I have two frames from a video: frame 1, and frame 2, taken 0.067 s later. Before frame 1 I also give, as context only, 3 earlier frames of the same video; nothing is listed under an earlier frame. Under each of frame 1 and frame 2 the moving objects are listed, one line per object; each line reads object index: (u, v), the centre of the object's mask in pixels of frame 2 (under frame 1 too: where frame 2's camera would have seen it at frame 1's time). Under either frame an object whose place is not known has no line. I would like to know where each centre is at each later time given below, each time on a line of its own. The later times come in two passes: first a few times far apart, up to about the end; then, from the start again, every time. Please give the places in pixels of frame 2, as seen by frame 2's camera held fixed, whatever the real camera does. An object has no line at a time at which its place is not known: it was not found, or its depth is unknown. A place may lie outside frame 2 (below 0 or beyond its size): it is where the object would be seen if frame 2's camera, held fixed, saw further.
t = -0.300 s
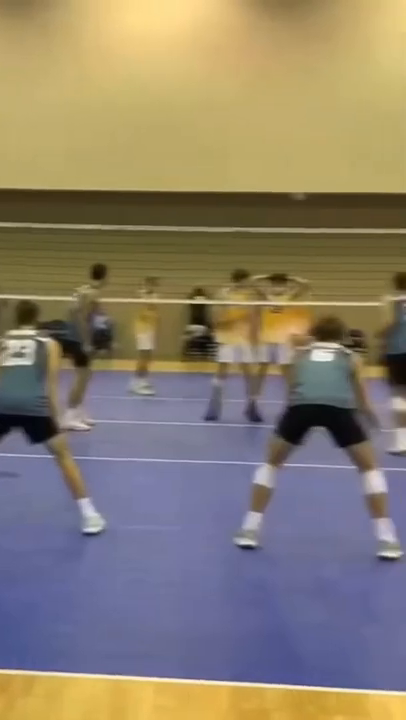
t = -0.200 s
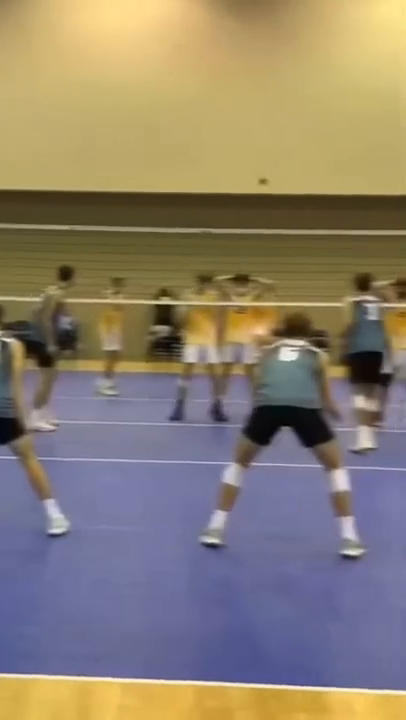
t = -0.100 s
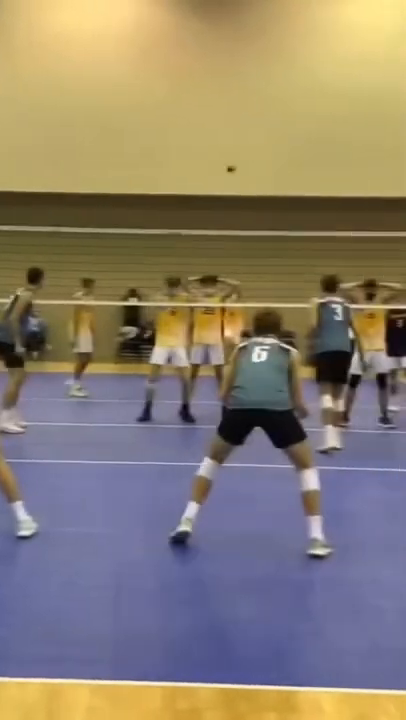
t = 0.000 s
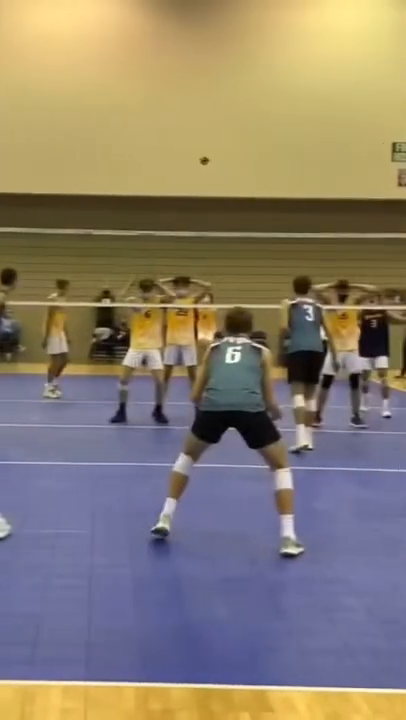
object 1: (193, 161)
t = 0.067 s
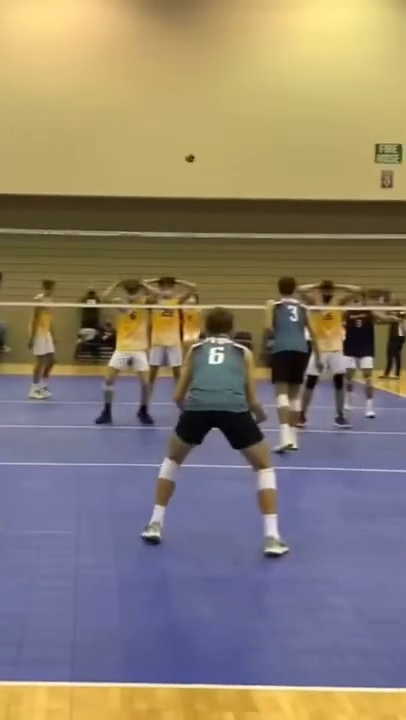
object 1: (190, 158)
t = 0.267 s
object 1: (191, 160)
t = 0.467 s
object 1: (191, 180)
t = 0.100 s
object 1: (189, 157)
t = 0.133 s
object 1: (190, 157)
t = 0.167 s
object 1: (191, 157)
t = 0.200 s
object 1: (191, 158)
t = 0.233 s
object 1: (192, 158)
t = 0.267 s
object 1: (191, 160)
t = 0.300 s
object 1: (191, 162)
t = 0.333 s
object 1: (191, 164)
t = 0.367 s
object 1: (191, 168)
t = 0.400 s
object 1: (191, 171)
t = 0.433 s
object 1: (191, 176)
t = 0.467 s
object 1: (191, 180)
